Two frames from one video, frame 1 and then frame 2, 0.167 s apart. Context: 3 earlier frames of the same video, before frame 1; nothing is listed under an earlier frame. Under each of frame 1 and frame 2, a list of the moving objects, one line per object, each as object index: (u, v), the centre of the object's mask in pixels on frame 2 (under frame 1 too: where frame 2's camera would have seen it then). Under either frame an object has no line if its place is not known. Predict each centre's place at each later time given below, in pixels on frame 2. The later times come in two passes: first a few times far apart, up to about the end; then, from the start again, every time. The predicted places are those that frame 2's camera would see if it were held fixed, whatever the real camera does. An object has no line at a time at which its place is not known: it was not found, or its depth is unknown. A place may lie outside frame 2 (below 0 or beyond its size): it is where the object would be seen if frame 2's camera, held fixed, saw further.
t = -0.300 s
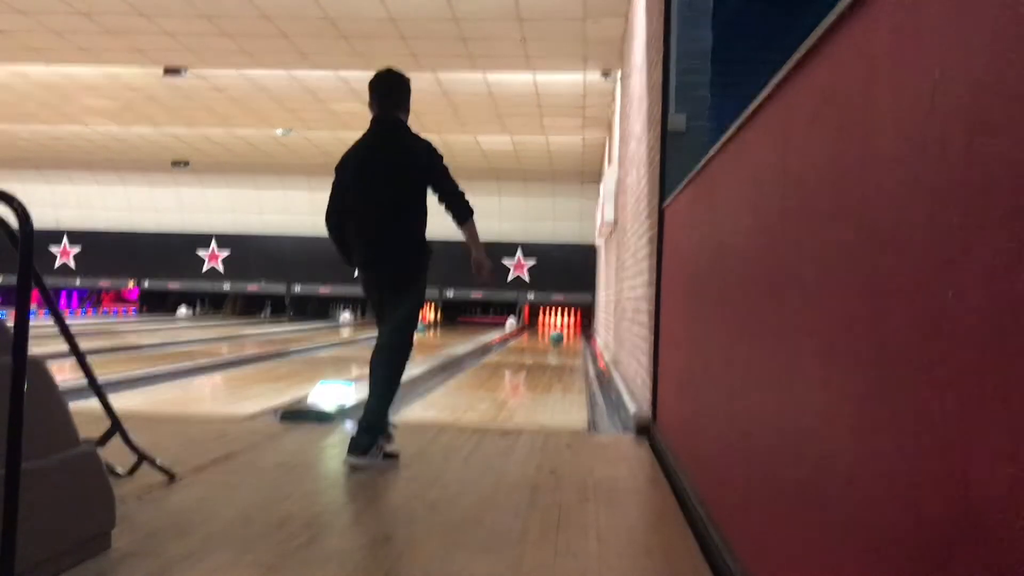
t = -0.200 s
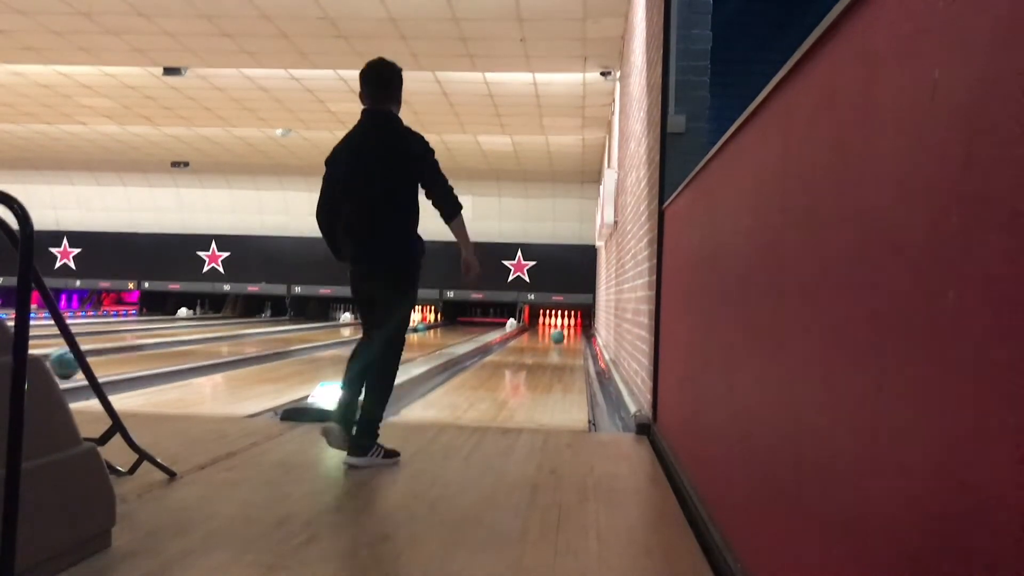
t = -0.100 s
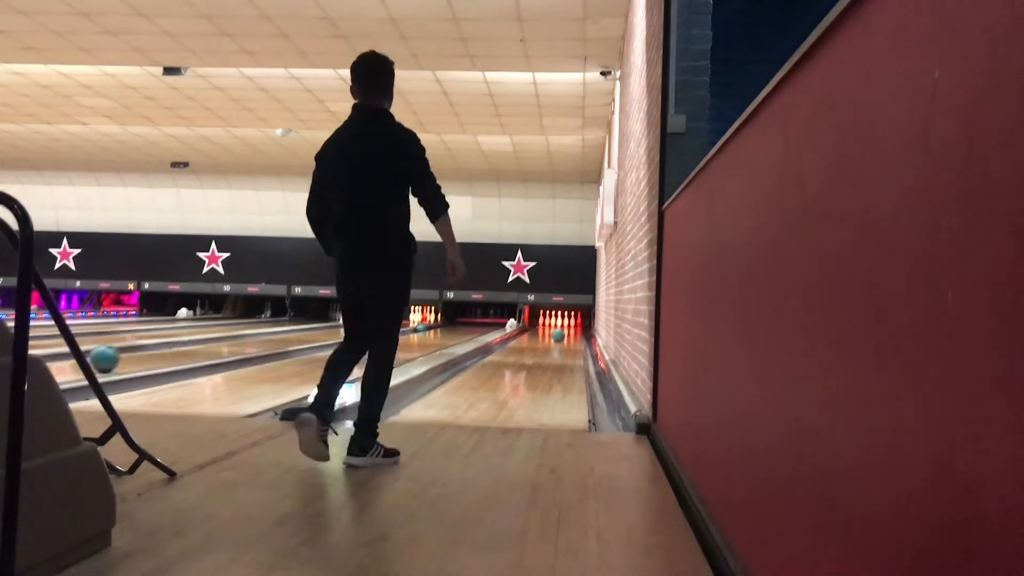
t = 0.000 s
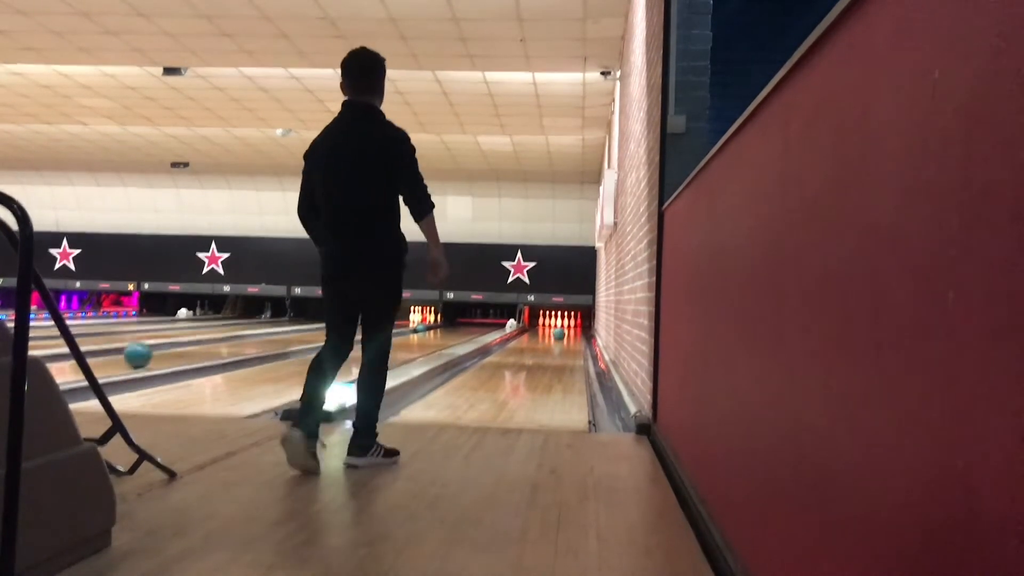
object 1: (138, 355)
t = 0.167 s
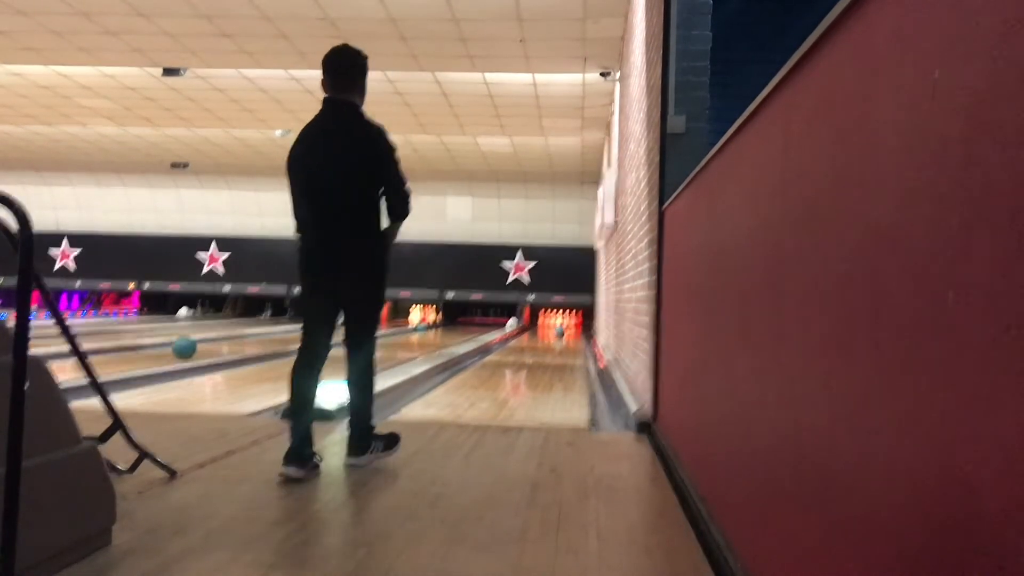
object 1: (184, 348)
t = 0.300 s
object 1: (214, 345)
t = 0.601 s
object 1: (265, 338)
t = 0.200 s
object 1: (192, 348)
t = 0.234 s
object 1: (200, 347)
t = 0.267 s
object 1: (207, 346)
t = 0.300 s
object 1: (214, 345)
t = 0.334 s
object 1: (221, 344)
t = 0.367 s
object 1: (227, 343)
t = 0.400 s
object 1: (233, 342)
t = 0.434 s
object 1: (239, 342)
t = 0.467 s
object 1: (245, 341)
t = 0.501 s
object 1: (250, 340)
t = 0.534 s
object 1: (255, 339)
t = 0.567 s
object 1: (261, 338)
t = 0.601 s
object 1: (265, 338)
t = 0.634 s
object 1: (270, 338)
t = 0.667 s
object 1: (272, 337)
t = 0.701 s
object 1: (275, 336)
